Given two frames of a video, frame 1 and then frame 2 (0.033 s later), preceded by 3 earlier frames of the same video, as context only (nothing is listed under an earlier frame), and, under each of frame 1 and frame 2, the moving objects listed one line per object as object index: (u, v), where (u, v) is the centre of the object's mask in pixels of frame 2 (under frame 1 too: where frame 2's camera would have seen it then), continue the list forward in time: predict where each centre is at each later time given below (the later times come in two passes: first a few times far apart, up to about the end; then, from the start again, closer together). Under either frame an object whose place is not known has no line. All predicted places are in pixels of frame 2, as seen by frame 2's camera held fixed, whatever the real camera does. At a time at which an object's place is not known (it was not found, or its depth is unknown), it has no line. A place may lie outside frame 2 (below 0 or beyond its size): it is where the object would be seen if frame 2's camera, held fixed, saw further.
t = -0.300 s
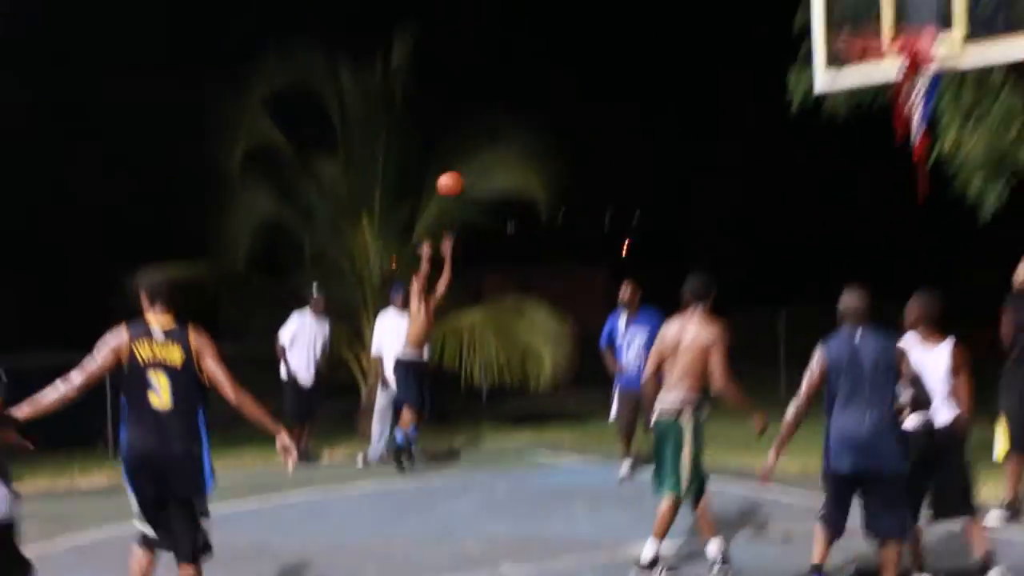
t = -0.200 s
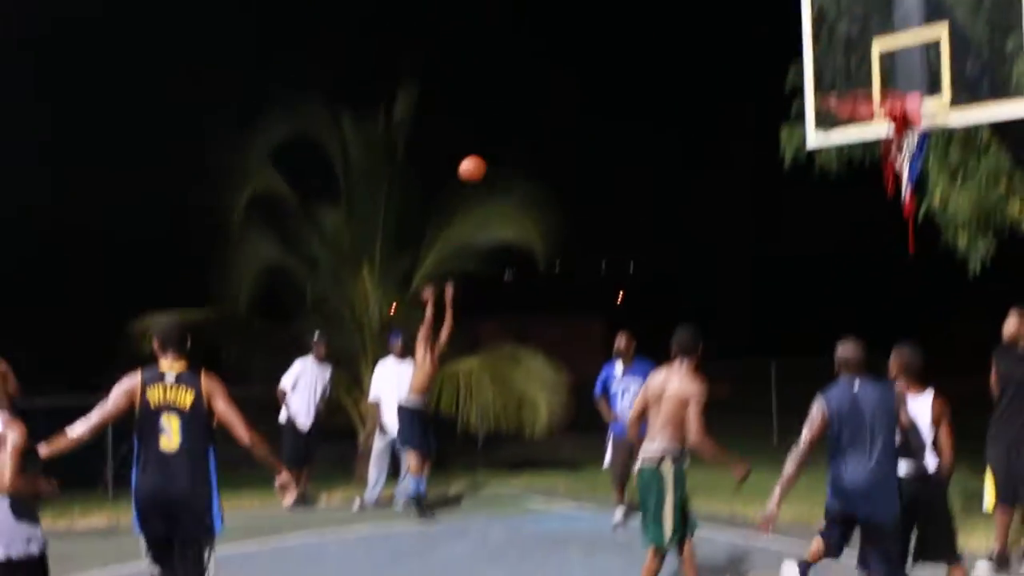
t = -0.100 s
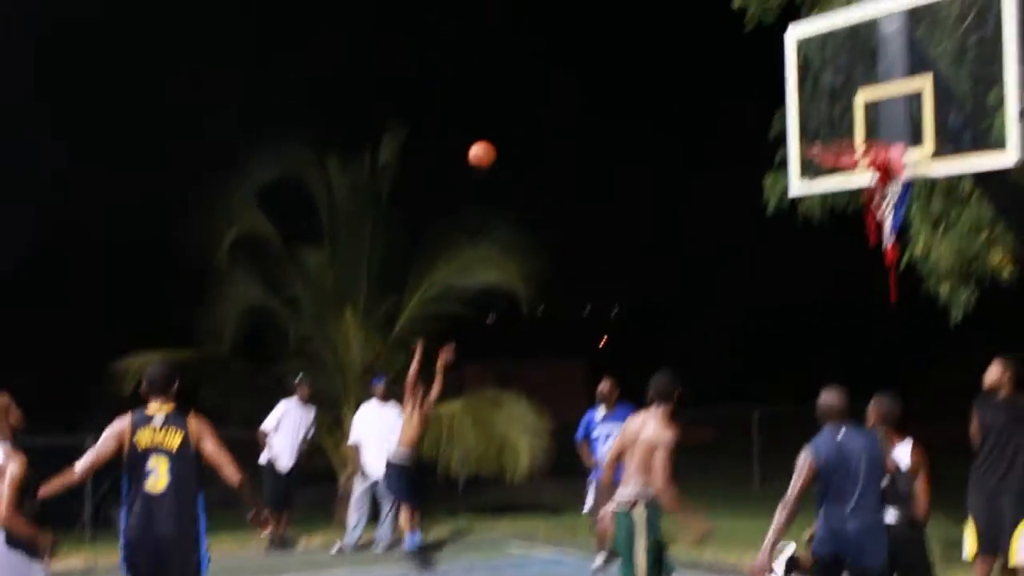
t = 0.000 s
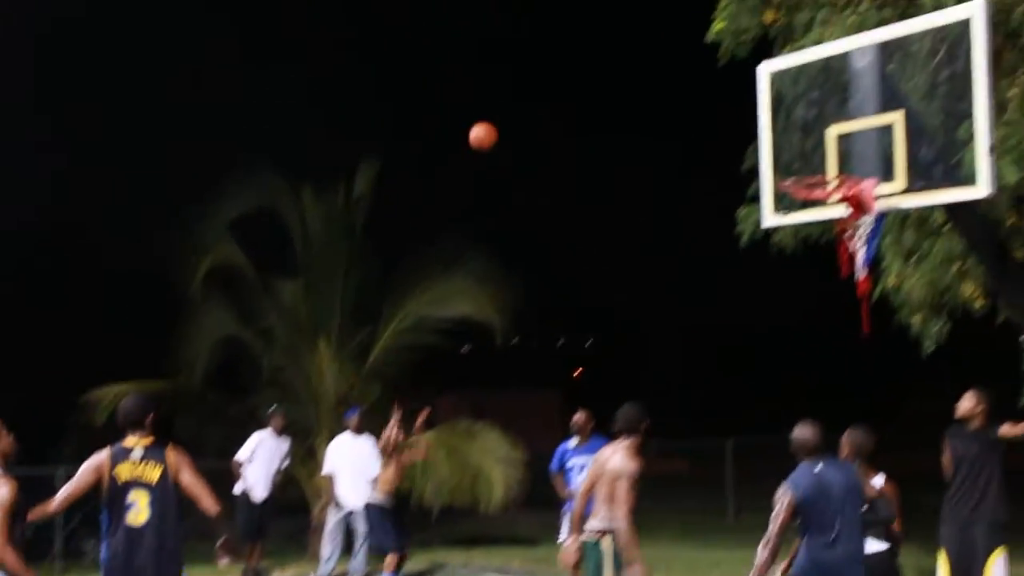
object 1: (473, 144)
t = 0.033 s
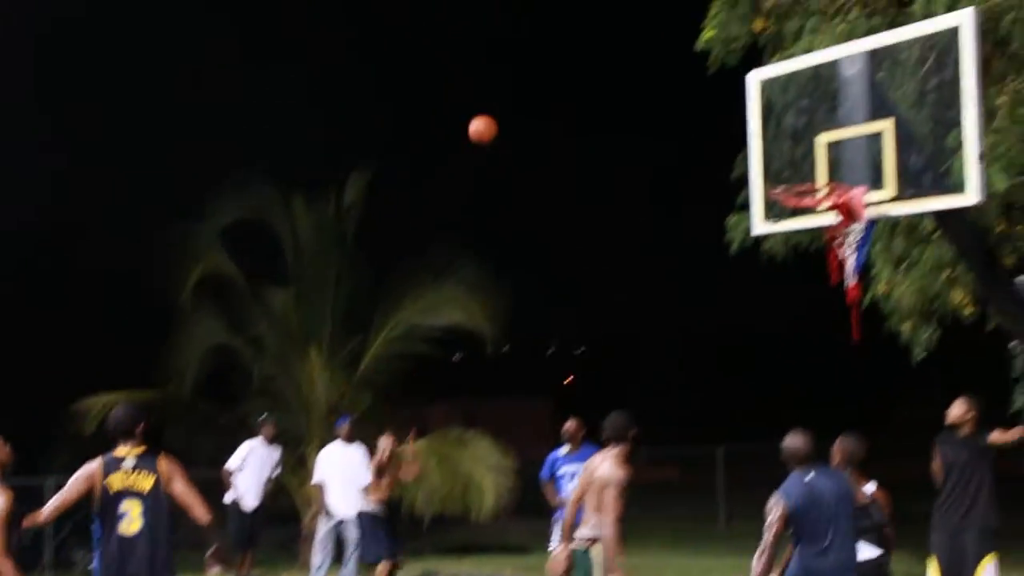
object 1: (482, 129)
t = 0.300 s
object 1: (564, 46)
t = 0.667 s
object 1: (712, 69)
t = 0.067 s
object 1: (492, 116)
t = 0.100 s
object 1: (501, 102)
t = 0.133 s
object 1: (511, 90)
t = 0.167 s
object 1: (521, 79)
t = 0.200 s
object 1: (531, 69)
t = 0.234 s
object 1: (542, 60)
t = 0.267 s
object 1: (553, 52)
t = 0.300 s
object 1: (564, 46)
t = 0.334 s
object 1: (576, 40)
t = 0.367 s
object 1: (588, 36)
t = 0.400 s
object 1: (600, 33)
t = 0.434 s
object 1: (612, 32)
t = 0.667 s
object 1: (712, 69)
